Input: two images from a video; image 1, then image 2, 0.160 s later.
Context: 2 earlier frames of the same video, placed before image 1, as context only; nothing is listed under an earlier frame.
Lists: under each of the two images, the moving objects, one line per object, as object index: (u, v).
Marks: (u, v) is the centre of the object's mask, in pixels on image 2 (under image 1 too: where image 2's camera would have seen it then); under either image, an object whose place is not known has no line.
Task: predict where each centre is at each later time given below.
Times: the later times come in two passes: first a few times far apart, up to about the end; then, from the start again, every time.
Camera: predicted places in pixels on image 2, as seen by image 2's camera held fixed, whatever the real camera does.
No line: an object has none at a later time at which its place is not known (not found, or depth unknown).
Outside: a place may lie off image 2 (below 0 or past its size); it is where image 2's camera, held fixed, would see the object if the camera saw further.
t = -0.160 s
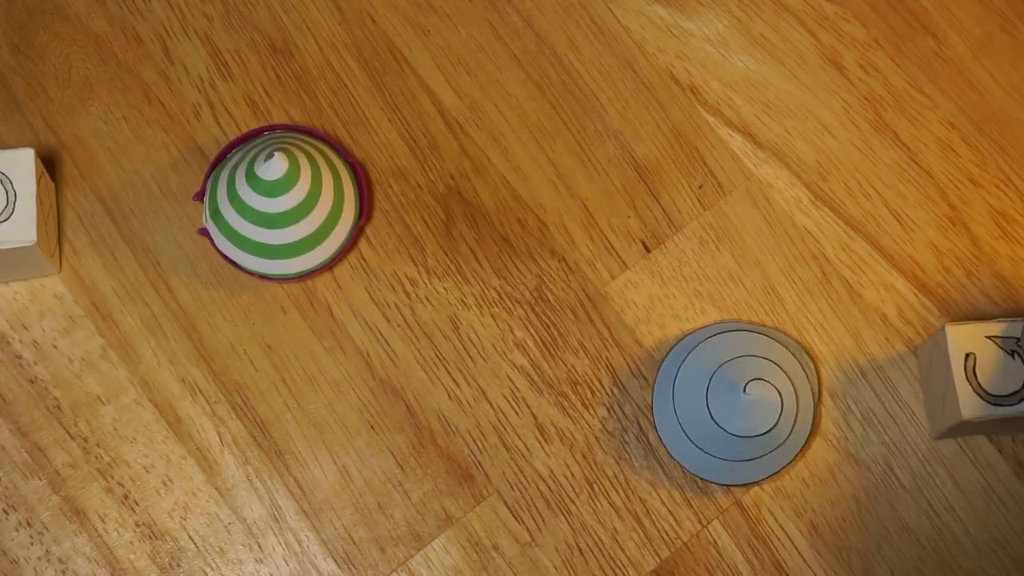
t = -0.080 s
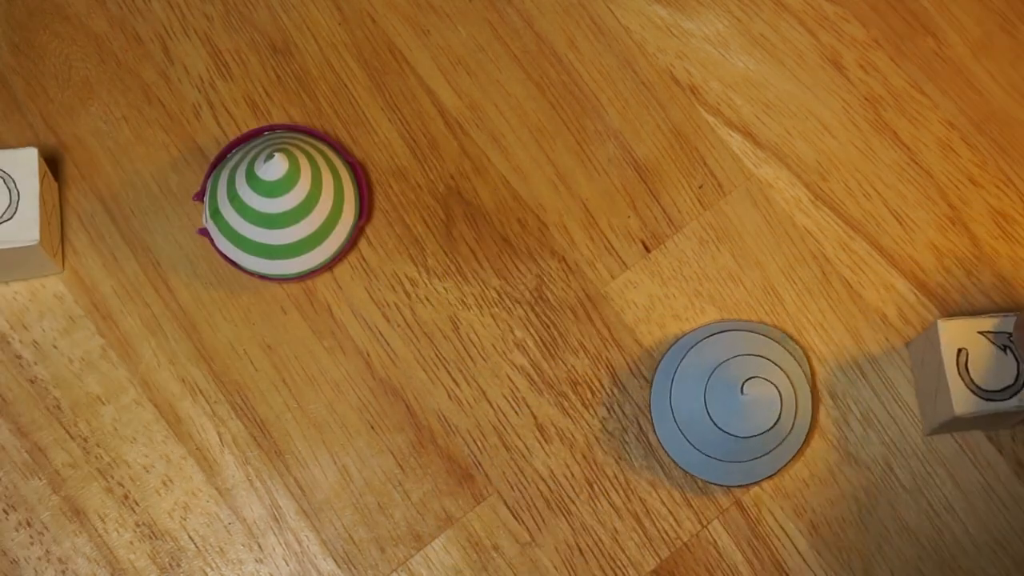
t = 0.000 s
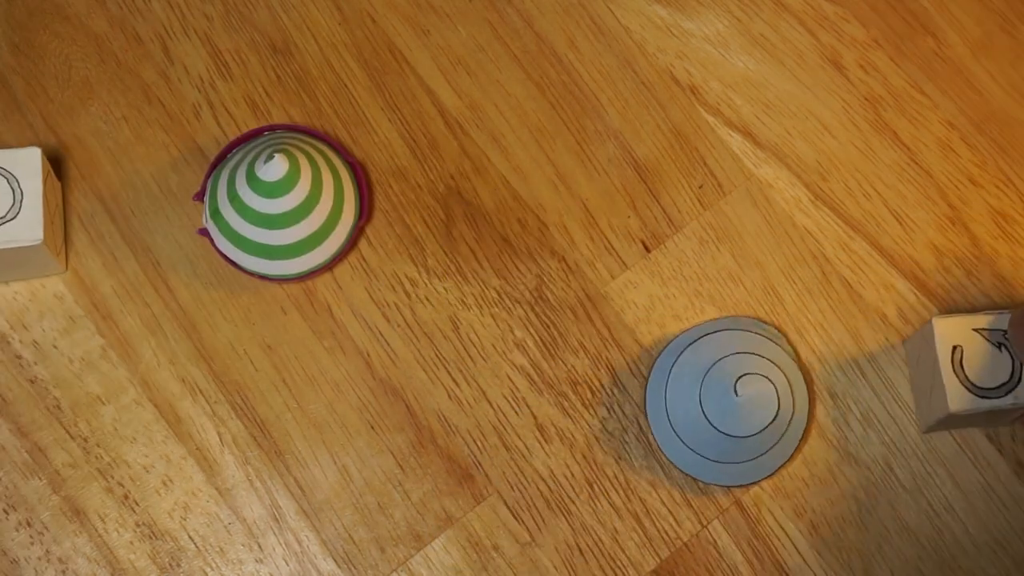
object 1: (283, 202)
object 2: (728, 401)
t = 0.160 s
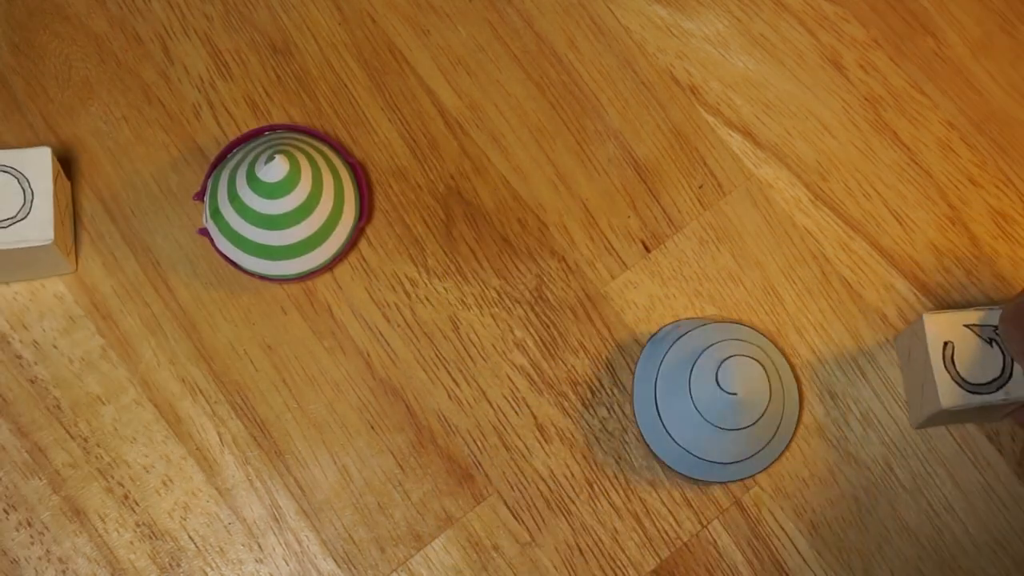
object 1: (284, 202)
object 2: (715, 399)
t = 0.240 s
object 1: (284, 202)
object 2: (708, 398)
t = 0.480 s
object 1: (287, 201)
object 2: (683, 381)
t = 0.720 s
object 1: (299, 199)
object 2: (653, 367)
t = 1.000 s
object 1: (317, 174)
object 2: (623, 349)
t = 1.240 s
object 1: (359, 159)
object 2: (611, 339)
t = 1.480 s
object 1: (378, 136)
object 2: (590, 330)
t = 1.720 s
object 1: (388, 119)
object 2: (584, 330)
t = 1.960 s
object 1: (411, 106)
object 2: (585, 330)
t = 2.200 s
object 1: (428, 85)
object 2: (585, 330)
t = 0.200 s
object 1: (284, 202)
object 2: (711, 399)
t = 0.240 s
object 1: (284, 202)
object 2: (708, 398)
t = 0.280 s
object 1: (284, 202)
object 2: (705, 398)
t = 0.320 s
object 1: (284, 202)
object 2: (702, 396)
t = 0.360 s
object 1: (285, 202)
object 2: (697, 393)
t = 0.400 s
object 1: (286, 202)
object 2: (693, 391)
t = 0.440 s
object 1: (286, 202)
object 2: (688, 385)
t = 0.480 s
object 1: (287, 201)
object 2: (683, 381)
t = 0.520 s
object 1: (288, 201)
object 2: (674, 379)
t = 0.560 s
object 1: (289, 201)
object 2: (668, 377)
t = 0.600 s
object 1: (291, 200)
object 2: (660, 375)
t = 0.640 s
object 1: (293, 200)
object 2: (655, 373)
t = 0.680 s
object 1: (296, 199)
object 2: (652, 370)
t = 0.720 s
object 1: (299, 199)
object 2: (653, 367)
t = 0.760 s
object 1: (302, 198)
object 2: (651, 366)
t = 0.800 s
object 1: (306, 196)
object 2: (647, 361)
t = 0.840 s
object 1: (309, 193)
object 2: (643, 357)
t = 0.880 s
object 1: (312, 191)
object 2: (636, 352)
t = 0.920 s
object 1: (313, 186)
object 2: (630, 350)
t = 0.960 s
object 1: (315, 181)
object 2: (627, 348)
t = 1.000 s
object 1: (317, 174)
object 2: (623, 349)
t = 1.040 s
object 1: (323, 170)
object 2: (619, 348)
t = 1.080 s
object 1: (331, 165)
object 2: (617, 348)
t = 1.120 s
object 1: (341, 163)
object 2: (616, 347)
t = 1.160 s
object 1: (349, 163)
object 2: (613, 346)
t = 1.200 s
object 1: (356, 161)
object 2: (612, 342)
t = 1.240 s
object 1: (359, 159)
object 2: (611, 339)
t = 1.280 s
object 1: (357, 153)
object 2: (609, 336)
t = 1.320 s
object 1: (356, 148)
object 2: (605, 334)
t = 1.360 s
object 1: (356, 142)
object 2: (600, 332)
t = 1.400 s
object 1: (362, 138)
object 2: (596, 331)
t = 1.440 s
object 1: (369, 135)
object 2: (593, 330)
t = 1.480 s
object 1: (378, 136)
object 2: (590, 330)
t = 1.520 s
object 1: (383, 138)
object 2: (588, 330)
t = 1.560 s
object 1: (385, 136)
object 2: (586, 330)
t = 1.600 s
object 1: (383, 133)
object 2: (585, 330)
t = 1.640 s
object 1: (383, 128)
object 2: (584, 330)
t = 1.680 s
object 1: (384, 124)
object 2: (584, 330)
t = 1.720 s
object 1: (388, 119)
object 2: (584, 330)
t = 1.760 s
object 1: (398, 117)
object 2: (584, 330)
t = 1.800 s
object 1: (405, 117)
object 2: (584, 330)
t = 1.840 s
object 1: (410, 116)
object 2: (585, 330)
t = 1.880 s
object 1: (411, 116)
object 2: (585, 330)
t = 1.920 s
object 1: (413, 112)
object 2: (585, 330)
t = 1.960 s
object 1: (411, 106)
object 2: (585, 330)
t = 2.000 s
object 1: (409, 97)
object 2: (585, 330)
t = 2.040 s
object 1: (410, 91)
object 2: (585, 330)
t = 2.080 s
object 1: (412, 87)
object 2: (585, 330)
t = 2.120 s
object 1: (418, 86)
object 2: (585, 330)
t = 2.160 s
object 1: (424, 87)
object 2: (585, 330)
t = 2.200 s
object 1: (428, 85)
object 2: (585, 330)
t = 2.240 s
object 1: (426, 79)
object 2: (584, 330)
